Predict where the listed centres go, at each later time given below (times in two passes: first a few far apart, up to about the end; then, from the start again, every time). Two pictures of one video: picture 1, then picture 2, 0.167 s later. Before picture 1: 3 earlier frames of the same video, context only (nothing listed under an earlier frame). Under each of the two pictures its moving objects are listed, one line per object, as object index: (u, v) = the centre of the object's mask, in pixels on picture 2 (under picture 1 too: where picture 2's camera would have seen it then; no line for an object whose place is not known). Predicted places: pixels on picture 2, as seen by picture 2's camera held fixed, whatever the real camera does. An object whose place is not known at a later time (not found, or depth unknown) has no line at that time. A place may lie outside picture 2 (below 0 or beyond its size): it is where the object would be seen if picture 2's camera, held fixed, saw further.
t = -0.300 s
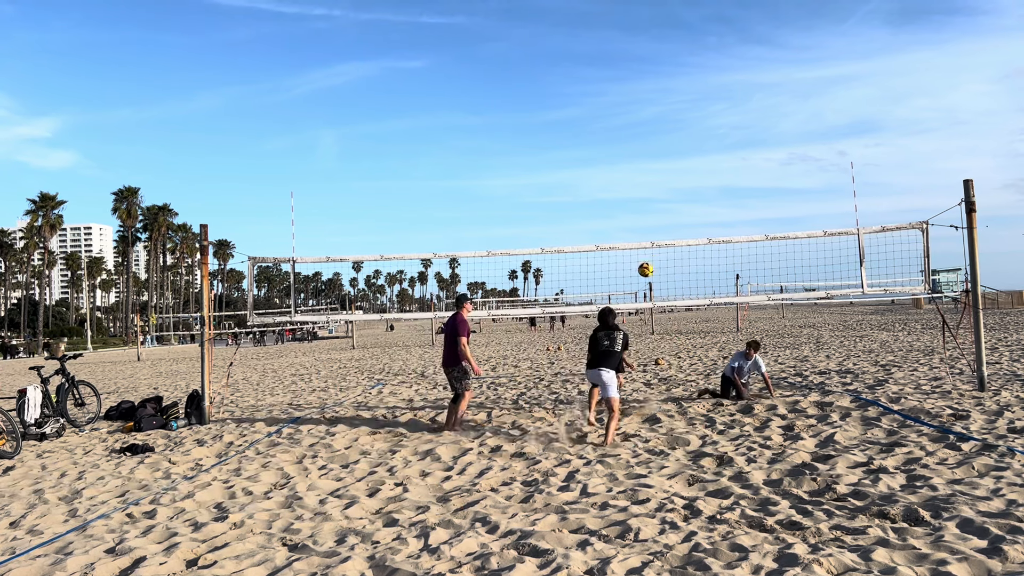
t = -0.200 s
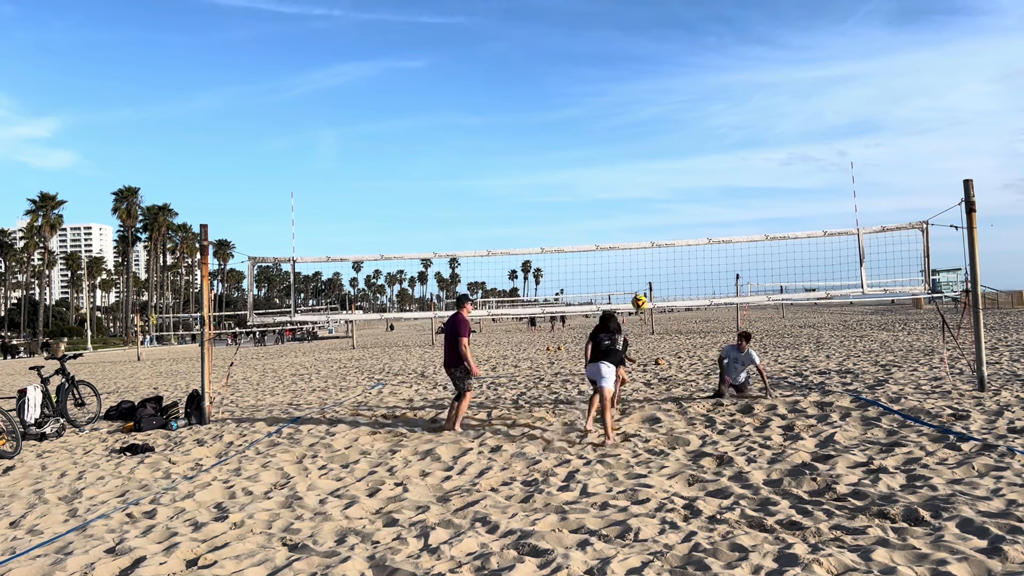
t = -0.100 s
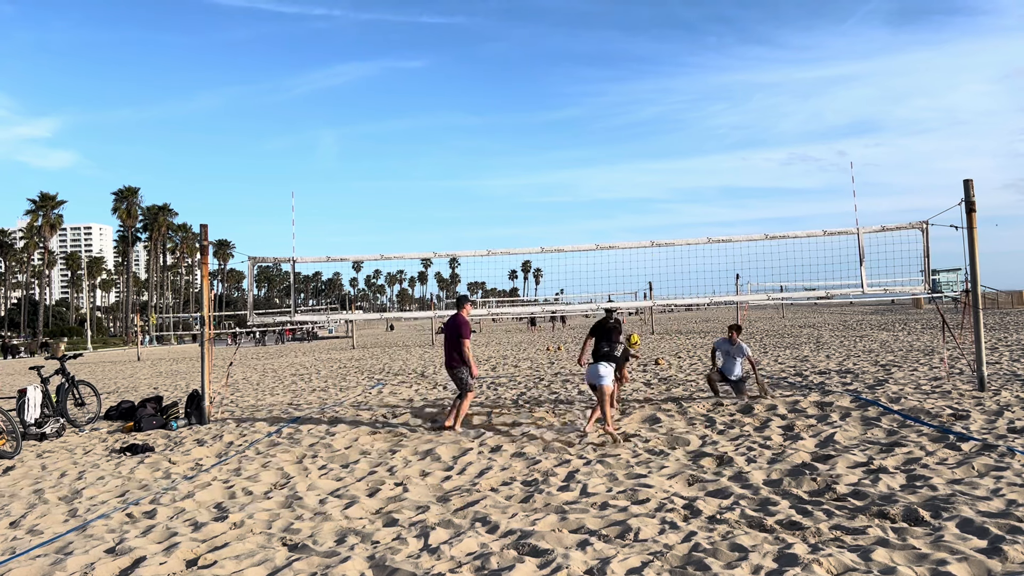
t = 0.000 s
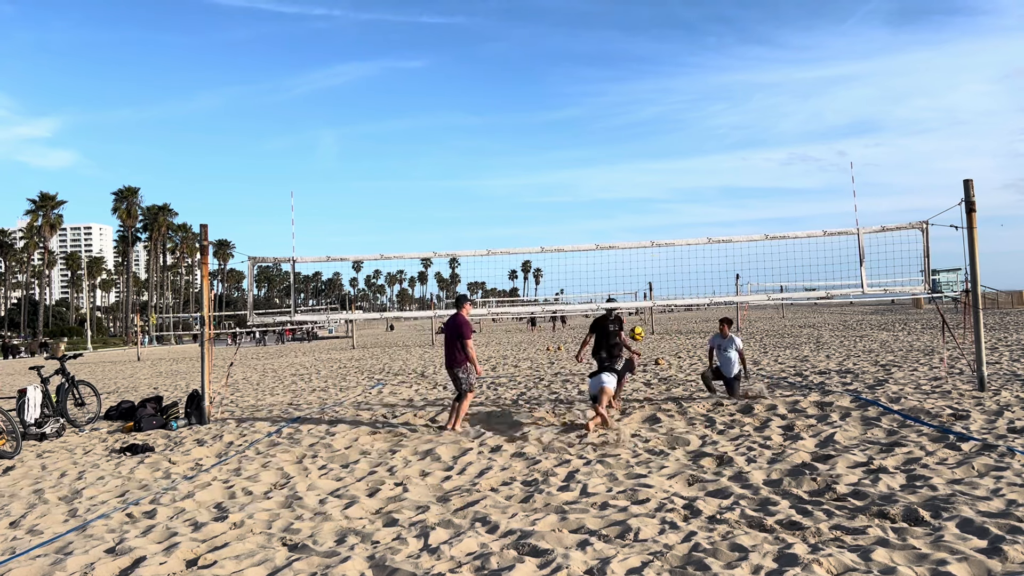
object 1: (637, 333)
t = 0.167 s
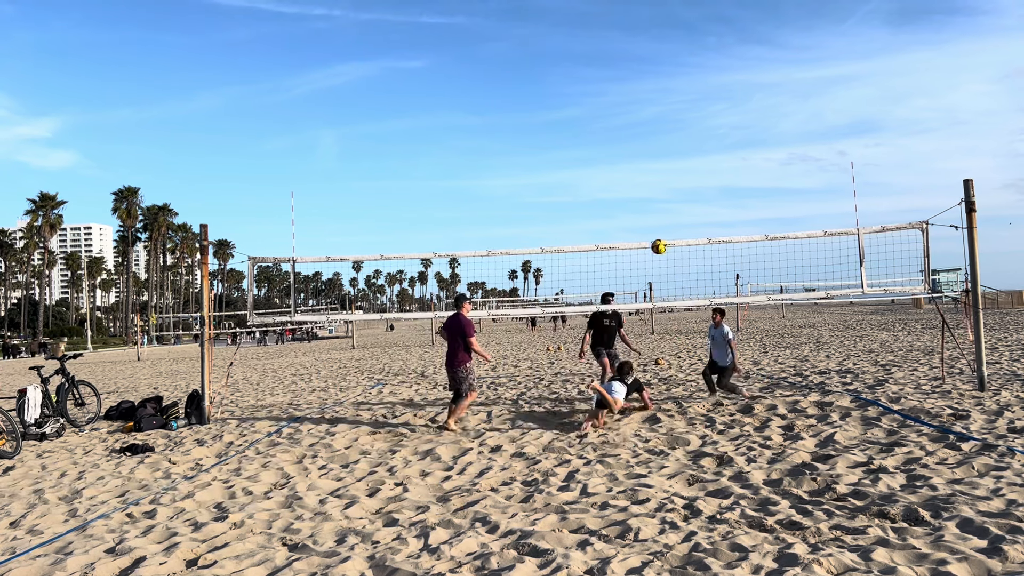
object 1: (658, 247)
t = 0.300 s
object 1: (676, 191)
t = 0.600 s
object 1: (717, 109)
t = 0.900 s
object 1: (757, 91)
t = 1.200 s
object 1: (799, 139)
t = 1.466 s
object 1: (837, 237)
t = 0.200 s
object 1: (663, 231)
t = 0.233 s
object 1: (668, 217)
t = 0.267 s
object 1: (672, 203)
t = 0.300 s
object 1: (676, 191)
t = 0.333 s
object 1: (681, 179)
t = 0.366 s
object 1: (685, 167)
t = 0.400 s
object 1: (690, 156)
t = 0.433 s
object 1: (694, 147)
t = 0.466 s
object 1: (699, 137)
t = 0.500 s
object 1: (703, 129)
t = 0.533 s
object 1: (708, 121)
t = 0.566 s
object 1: (712, 115)
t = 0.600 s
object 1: (717, 109)
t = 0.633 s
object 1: (721, 104)
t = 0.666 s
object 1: (725, 99)
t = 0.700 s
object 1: (730, 95)
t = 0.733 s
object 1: (735, 93)
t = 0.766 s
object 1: (739, 91)
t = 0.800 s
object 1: (744, 89)
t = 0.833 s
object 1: (748, 89)
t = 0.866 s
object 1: (753, 89)
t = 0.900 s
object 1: (757, 91)
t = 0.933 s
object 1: (762, 93)
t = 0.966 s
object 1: (767, 96)
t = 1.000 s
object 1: (771, 99)
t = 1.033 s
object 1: (776, 104)
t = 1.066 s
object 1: (780, 109)
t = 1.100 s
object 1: (785, 115)
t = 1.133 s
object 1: (789, 122)
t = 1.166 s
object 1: (794, 130)
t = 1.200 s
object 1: (799, 139)
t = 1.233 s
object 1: (803, 148)
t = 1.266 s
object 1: (808, 159)
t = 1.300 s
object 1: (813, 170)
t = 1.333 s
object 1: (817, 182)
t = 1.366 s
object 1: (822, 194)
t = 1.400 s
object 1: (827, 208)
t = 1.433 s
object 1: (832, 222)
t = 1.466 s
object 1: (837, 237)
